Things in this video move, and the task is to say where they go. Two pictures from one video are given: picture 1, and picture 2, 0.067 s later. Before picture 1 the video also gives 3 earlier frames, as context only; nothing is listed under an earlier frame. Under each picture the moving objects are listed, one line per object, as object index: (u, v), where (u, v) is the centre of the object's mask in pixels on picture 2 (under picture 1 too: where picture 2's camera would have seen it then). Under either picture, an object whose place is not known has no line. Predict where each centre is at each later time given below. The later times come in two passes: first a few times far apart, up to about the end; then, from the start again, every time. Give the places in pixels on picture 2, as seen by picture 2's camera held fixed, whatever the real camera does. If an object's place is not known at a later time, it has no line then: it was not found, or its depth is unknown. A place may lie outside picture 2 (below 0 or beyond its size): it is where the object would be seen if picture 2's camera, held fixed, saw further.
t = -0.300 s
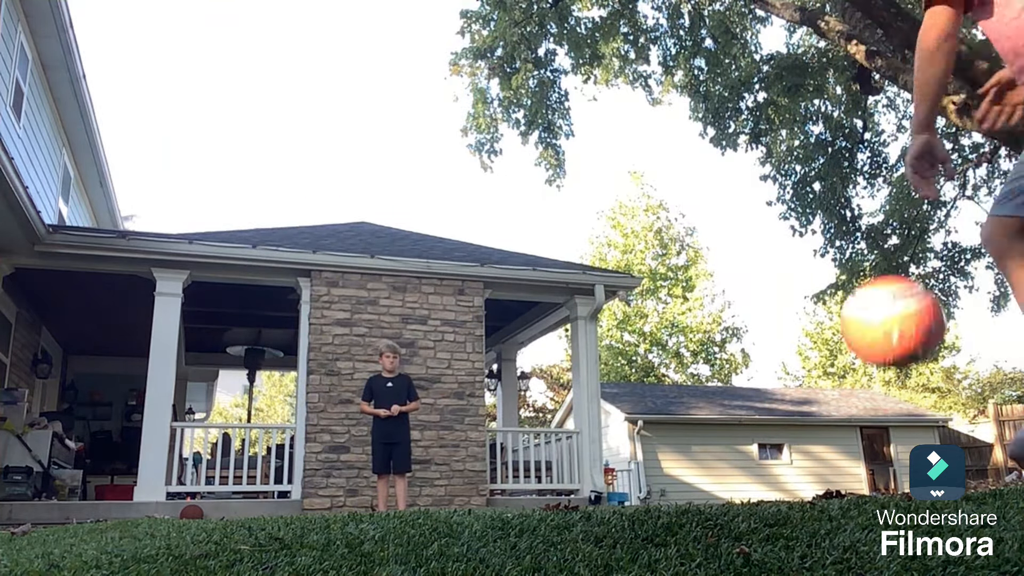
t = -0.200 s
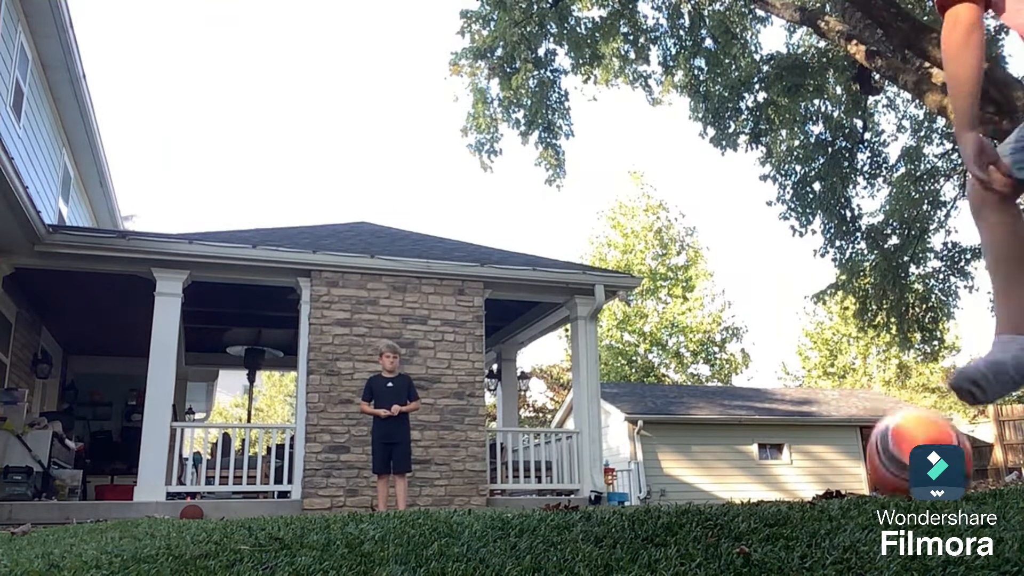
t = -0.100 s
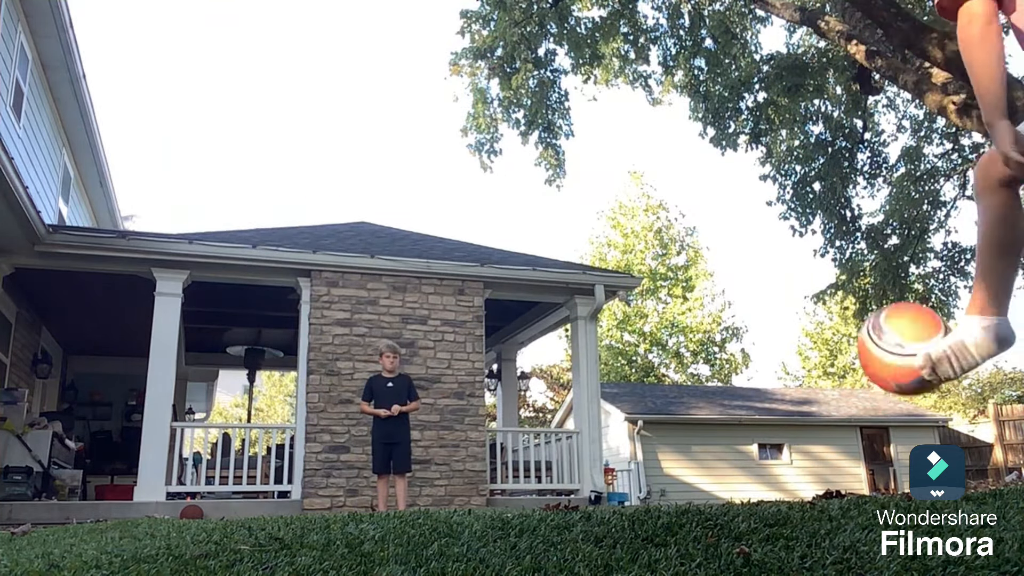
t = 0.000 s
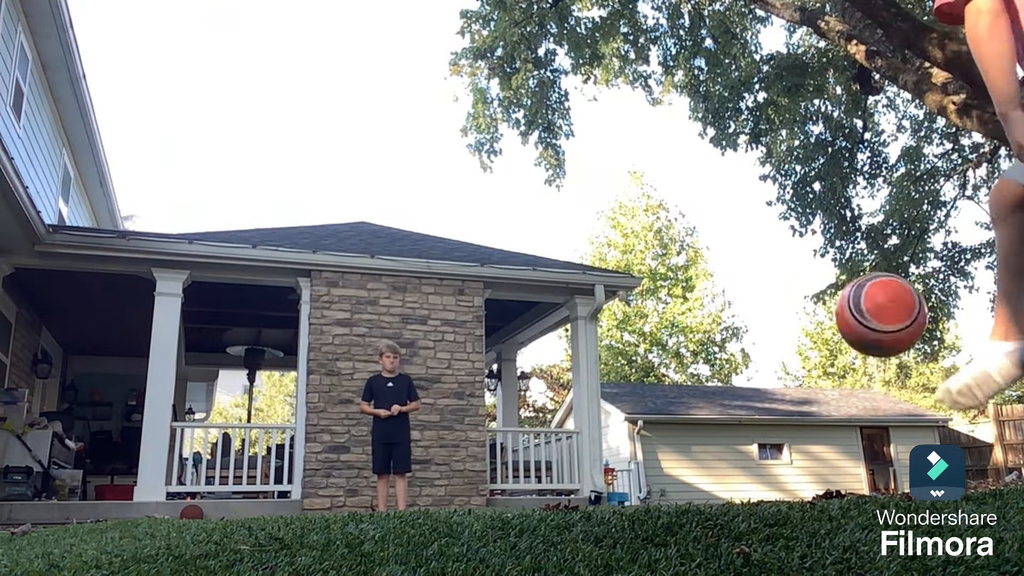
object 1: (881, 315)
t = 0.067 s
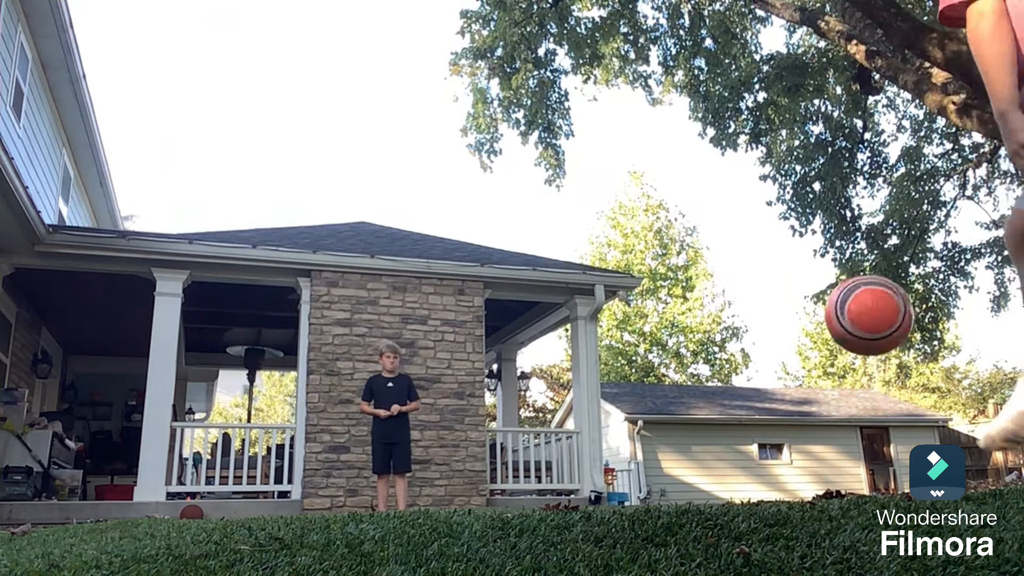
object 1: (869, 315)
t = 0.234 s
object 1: (851, 382)
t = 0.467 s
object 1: (836, 405)
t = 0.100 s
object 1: (864, 321)
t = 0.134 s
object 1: (861, 331)
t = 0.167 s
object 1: (857, 345)
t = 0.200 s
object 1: (853, 362)
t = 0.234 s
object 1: (851, 382)
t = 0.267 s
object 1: (849, 406)
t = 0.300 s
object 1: (848, 432)
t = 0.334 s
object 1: (847, 460)
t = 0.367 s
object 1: (845, 459)
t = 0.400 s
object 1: (841, 437)
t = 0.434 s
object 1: (838, 419)
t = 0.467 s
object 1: (836, 405)
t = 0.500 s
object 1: (835, 395)
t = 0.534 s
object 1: (834, 388)
